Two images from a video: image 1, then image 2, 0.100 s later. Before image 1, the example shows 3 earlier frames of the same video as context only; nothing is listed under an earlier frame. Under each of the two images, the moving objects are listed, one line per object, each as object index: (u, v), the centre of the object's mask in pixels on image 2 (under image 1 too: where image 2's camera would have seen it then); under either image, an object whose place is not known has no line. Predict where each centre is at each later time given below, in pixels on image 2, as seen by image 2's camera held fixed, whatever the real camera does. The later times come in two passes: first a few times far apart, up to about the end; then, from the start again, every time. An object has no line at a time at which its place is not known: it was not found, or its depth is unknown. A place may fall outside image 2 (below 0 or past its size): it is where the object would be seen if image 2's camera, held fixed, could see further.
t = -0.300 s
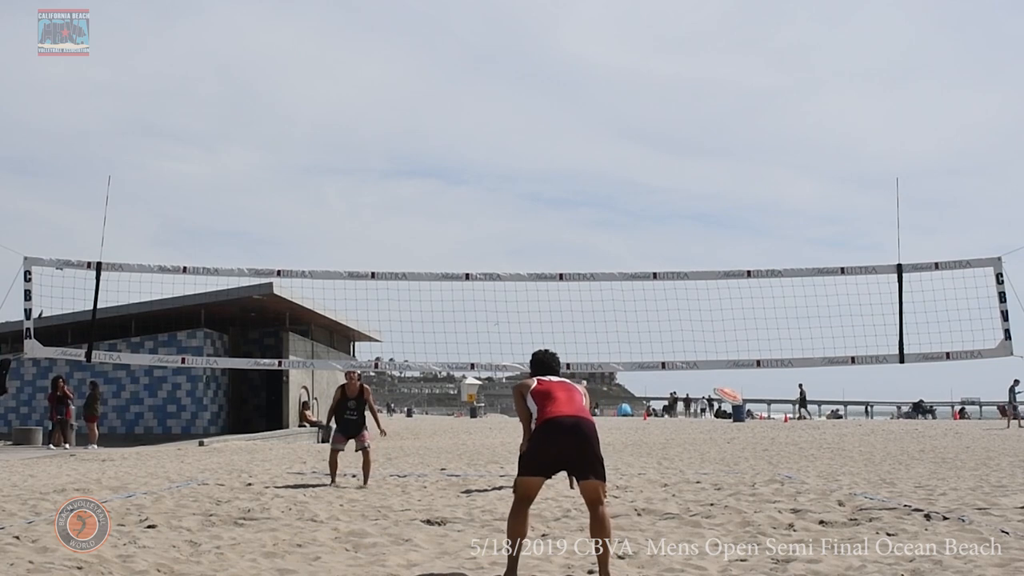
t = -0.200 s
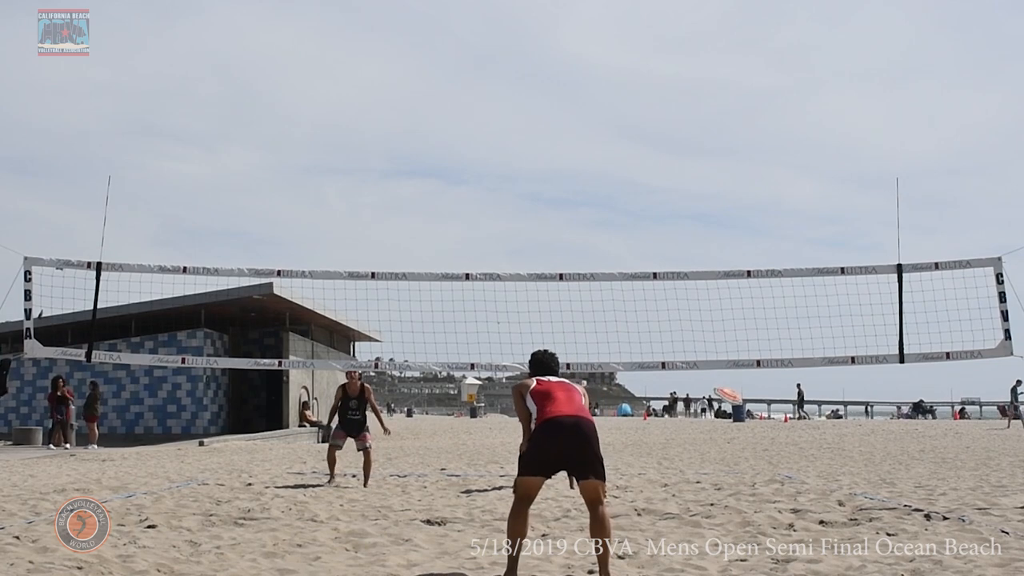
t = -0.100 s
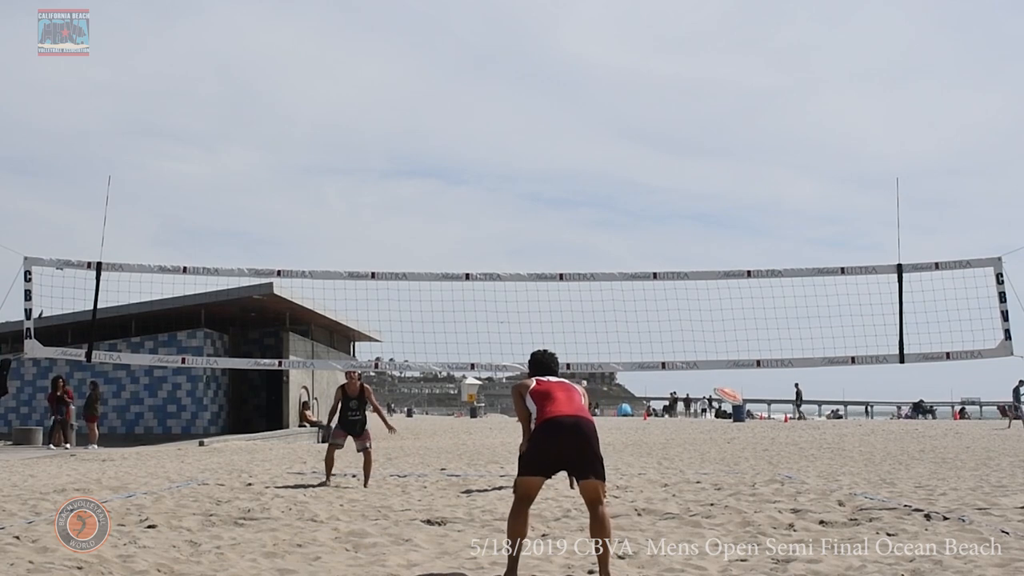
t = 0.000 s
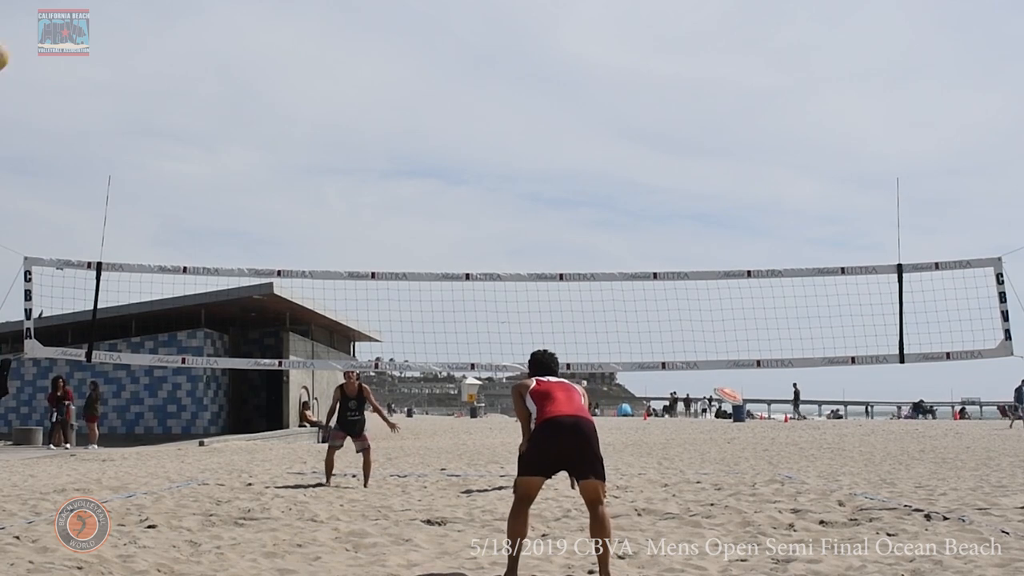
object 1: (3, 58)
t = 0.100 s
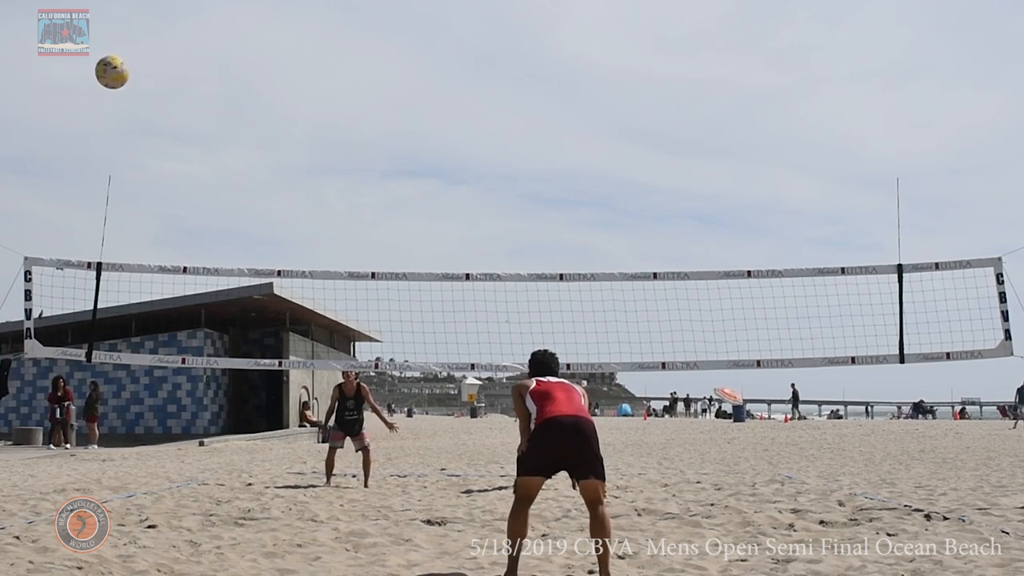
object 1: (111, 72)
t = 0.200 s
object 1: (205, 103)
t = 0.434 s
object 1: (346, 210)
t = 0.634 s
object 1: (407, 278)
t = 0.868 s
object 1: (445, 255)
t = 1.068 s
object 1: (476, 283)
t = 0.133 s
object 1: (145, 81)
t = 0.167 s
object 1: (176, 91)
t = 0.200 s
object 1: (205, 103)
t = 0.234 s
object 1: (231, 115)
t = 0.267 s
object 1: (254, 129)
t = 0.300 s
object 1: (276, 144)
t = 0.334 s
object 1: (296, 160)
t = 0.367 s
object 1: (314, 176)
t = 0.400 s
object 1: (331, 193)
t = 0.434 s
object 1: (346, 210)
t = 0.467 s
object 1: (360, 228)
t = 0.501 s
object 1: (373, 246)
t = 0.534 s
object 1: (386, 264)
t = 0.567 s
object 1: (394, 277)
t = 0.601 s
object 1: (400, 278)
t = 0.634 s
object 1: (407, 278)
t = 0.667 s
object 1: (413, 272)
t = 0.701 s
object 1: (418, 267)
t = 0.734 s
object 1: (424, 263)
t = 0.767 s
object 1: (429, 260)
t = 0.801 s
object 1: (435, 257)
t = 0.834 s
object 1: (440, 255)
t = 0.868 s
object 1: (445, 255)
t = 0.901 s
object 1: (450, 256)
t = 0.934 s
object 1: (455, 259)
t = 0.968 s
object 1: (461, 260)
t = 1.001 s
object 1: (466, 263)
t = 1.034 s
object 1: (470, 266)
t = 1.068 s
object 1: (476, 283)
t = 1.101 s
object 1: (481, 287)
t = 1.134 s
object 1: (485, 292)
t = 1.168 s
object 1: (490, 302)
